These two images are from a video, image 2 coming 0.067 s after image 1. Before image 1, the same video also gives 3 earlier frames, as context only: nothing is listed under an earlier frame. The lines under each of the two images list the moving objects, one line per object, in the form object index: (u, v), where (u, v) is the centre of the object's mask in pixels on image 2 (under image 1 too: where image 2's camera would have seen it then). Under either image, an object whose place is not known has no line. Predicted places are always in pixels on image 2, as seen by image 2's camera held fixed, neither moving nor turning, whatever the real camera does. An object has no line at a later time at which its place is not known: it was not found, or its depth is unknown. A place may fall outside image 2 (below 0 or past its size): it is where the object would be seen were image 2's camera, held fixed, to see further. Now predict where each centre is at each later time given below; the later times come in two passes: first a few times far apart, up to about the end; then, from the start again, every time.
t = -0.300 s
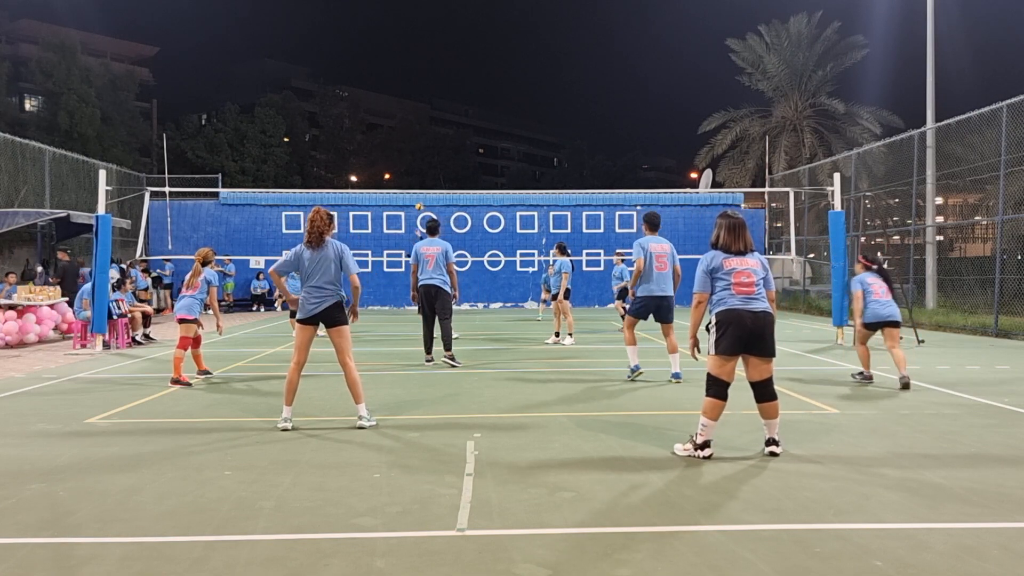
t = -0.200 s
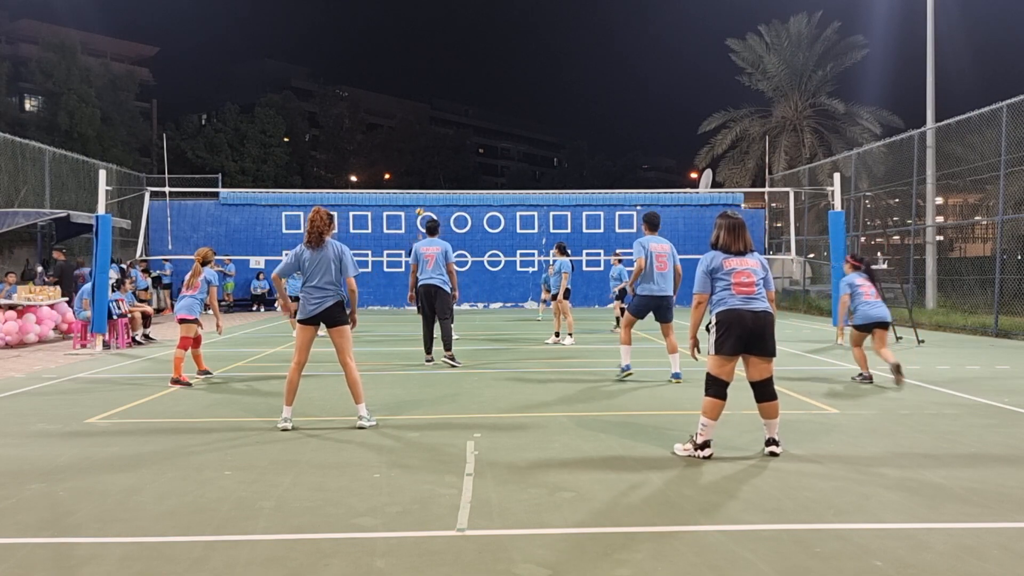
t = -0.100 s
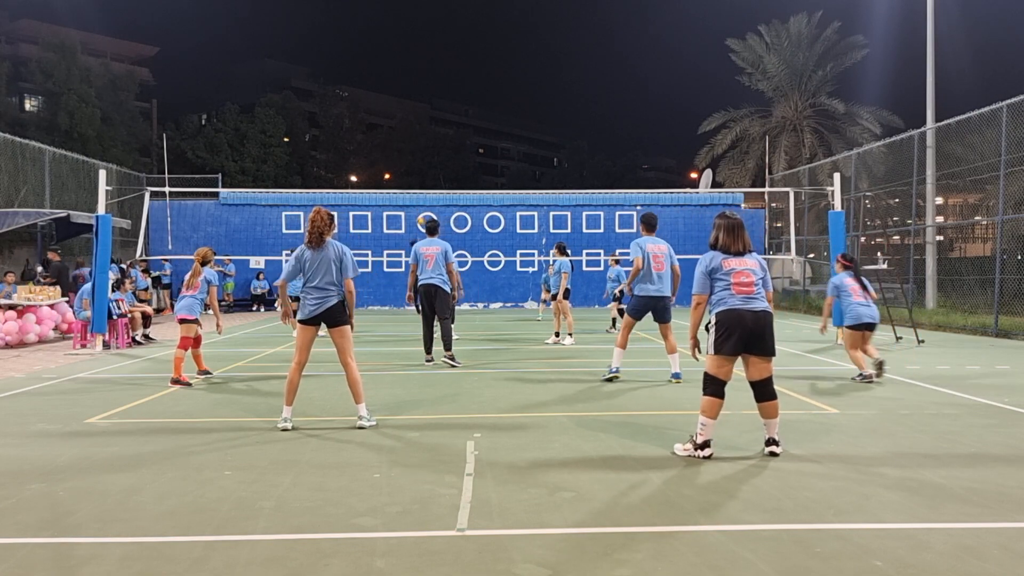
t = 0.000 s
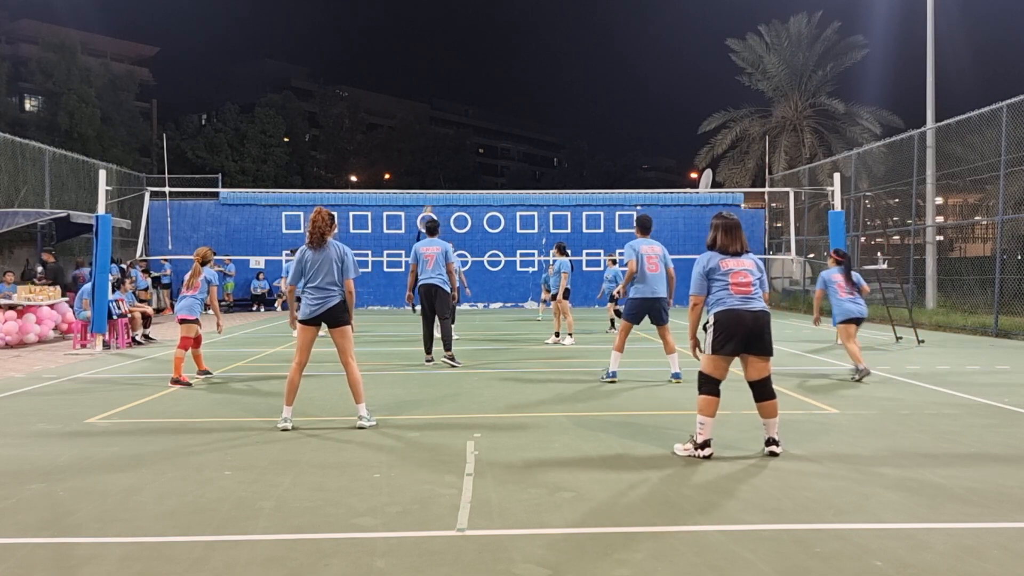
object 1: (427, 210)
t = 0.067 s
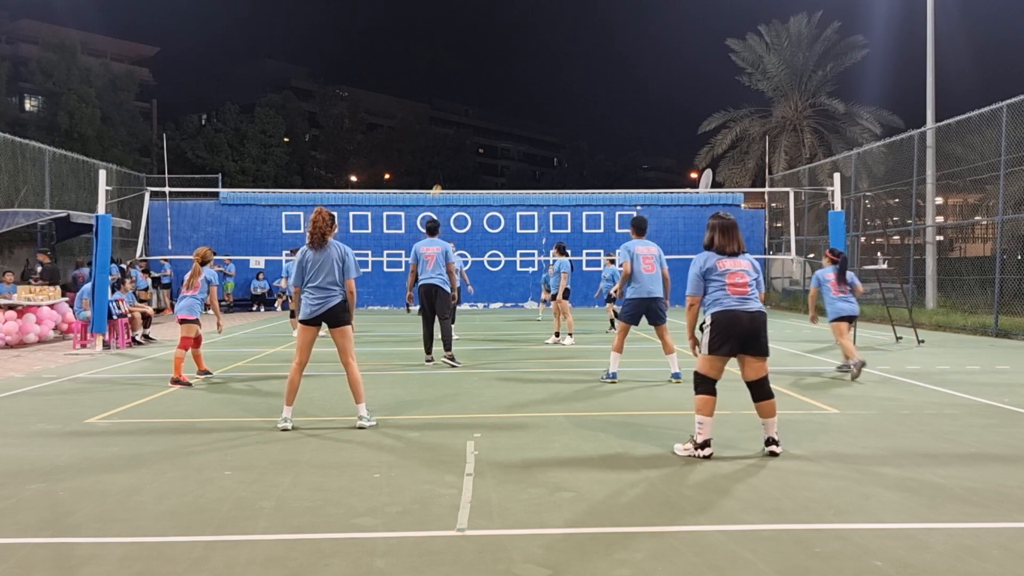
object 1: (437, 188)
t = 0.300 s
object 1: (468, 130)
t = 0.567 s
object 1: (513, 78)
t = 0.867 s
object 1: (576, 49)
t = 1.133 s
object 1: (641, 67)
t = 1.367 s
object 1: (714, 133)
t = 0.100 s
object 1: (440, 182)
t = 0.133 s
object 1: (445, 173)
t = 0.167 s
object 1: (449, 164)
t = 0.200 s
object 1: (454, 155)
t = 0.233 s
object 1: (459, 146)
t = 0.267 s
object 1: (464, 137)
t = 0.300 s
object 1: (468, 130)
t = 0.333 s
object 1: (473, 122)
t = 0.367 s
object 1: (478, 115)
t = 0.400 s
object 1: (484, 107)
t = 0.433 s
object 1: (489, 101)
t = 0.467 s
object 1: (495, 94)
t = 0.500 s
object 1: (501, 88)
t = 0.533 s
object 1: (507, 83)
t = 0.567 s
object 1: (513, 78)
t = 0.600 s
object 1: (520, 73)
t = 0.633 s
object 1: (527, 68)
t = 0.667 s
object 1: (533, 64)
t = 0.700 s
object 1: (540, 60)
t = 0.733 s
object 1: (547, 57)
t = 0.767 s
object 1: (554, 54)
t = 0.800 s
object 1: (561, 52)
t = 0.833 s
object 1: (568, 50)
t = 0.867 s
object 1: (576, 49)
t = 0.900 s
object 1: (583, 48)
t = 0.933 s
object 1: (591, 49)
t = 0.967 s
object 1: (599, 50)
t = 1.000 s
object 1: (607, 51)
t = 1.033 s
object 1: (615, 54)
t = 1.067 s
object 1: (623, 57)
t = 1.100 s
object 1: (632, 62)
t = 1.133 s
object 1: (641, 67)
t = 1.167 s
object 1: (650, 73)
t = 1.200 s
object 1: (660, 81)
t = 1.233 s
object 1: (670, 89)
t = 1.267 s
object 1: (681, 98)
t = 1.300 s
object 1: (691, 109)
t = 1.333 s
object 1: (703, 121)
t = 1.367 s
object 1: (714, 133)
